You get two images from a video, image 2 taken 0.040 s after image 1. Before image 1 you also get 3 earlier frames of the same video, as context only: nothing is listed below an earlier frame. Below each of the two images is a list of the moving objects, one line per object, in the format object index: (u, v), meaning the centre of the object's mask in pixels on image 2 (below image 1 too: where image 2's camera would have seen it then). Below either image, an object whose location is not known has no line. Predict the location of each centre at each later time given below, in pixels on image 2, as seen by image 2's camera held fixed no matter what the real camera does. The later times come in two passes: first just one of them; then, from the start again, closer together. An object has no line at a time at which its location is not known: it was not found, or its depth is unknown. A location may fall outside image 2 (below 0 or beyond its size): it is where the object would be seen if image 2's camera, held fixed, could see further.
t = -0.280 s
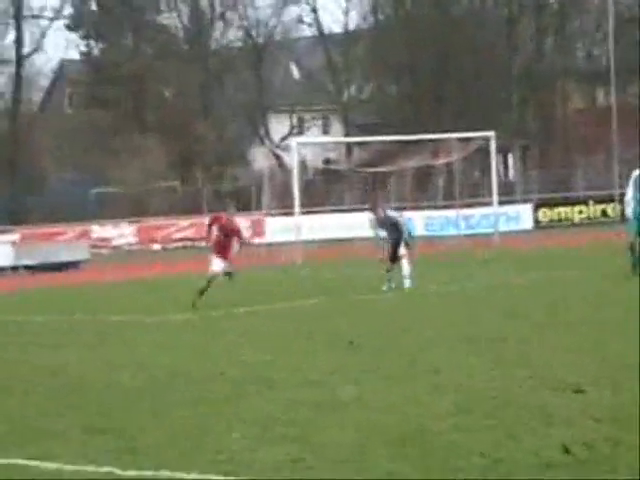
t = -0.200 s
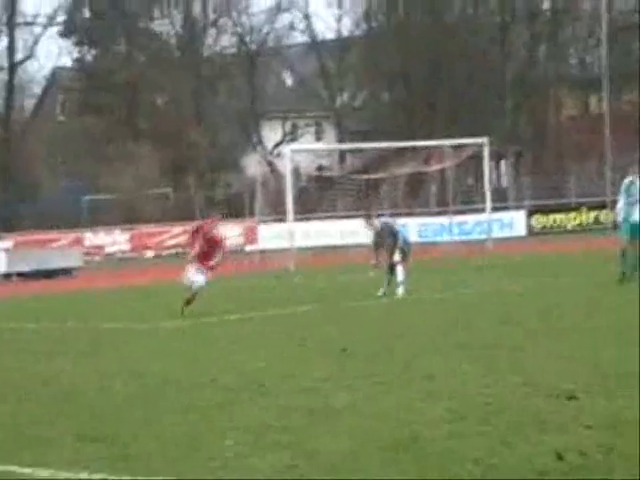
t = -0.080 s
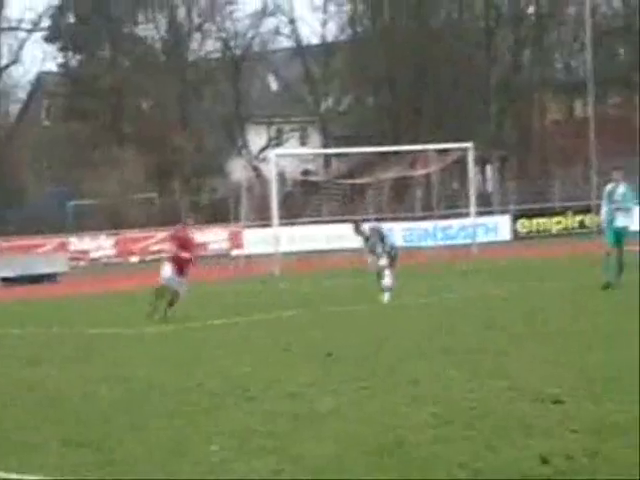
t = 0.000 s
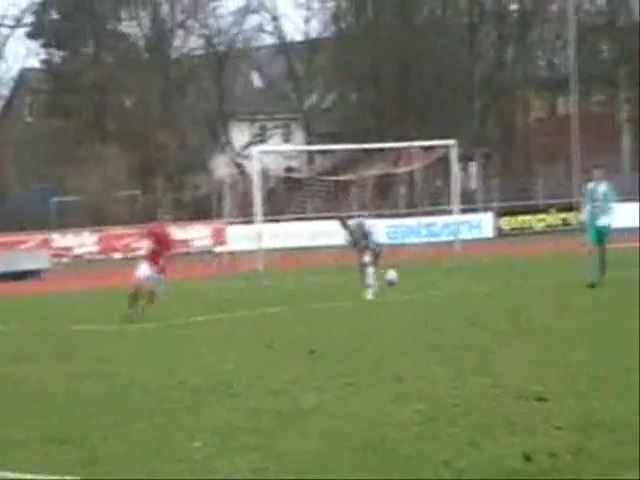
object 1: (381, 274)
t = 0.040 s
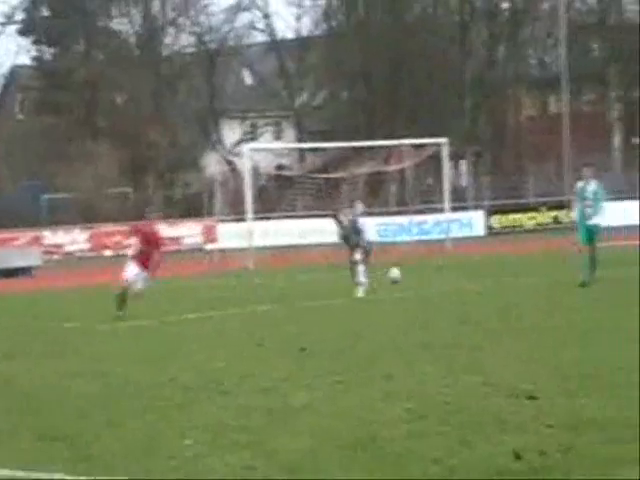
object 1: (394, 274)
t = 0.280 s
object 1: (464, 296)
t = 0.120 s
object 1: (417, 279)
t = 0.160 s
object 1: (430, 284)
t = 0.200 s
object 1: (441, 292)
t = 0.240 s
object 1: (455, 298)
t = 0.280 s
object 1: (464, 296)
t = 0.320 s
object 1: (473, 294)
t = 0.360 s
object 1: (482, 294)
